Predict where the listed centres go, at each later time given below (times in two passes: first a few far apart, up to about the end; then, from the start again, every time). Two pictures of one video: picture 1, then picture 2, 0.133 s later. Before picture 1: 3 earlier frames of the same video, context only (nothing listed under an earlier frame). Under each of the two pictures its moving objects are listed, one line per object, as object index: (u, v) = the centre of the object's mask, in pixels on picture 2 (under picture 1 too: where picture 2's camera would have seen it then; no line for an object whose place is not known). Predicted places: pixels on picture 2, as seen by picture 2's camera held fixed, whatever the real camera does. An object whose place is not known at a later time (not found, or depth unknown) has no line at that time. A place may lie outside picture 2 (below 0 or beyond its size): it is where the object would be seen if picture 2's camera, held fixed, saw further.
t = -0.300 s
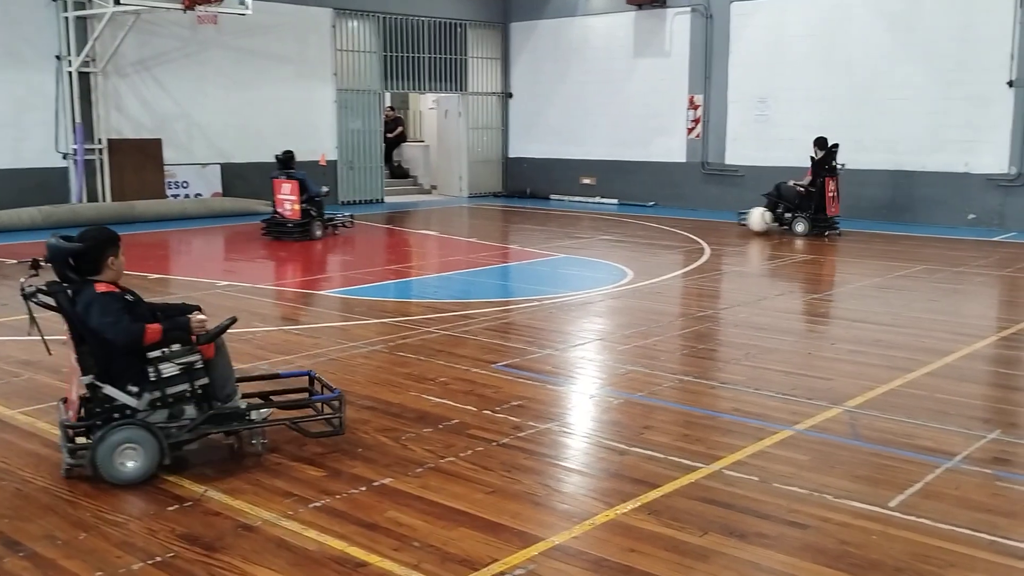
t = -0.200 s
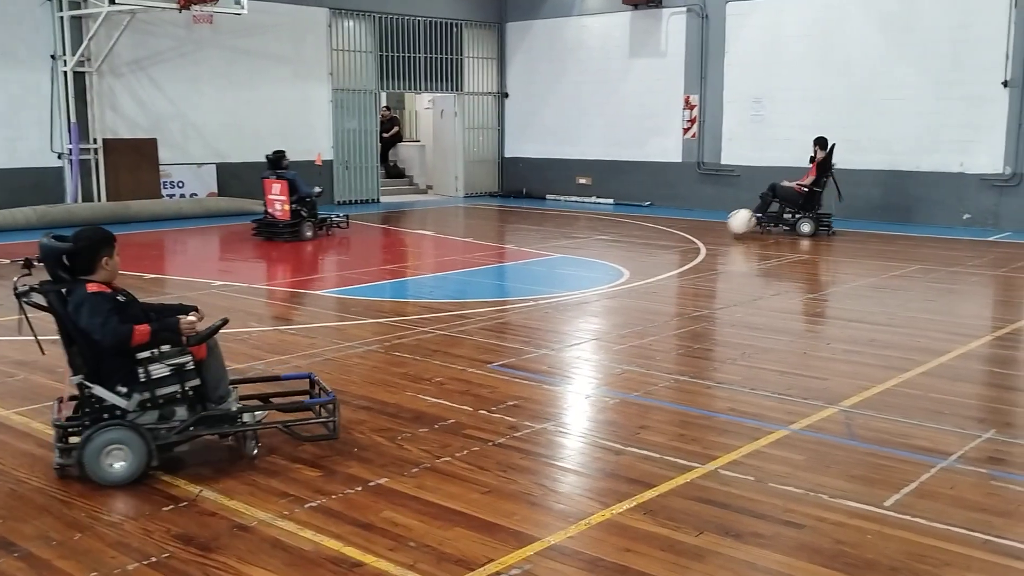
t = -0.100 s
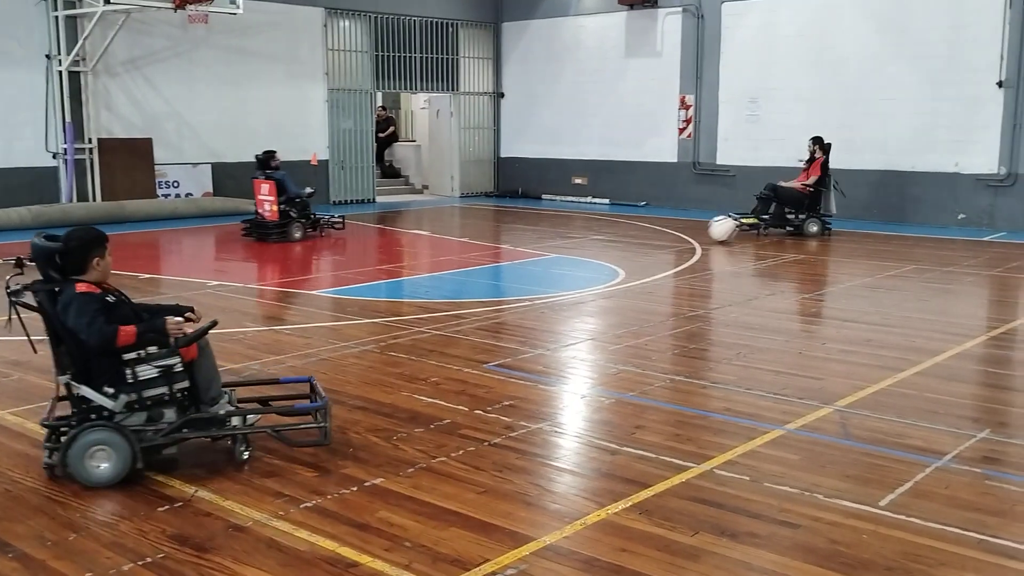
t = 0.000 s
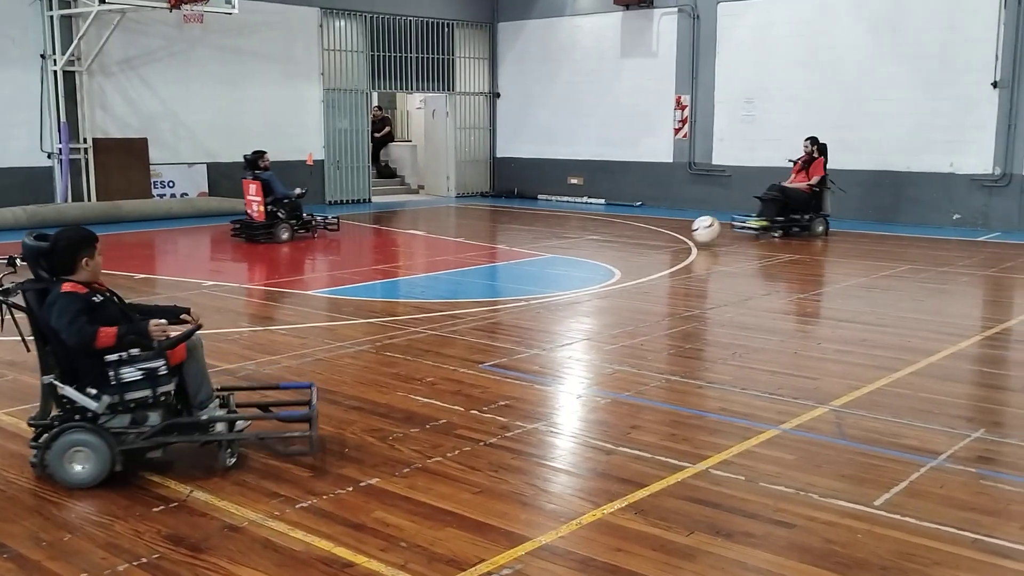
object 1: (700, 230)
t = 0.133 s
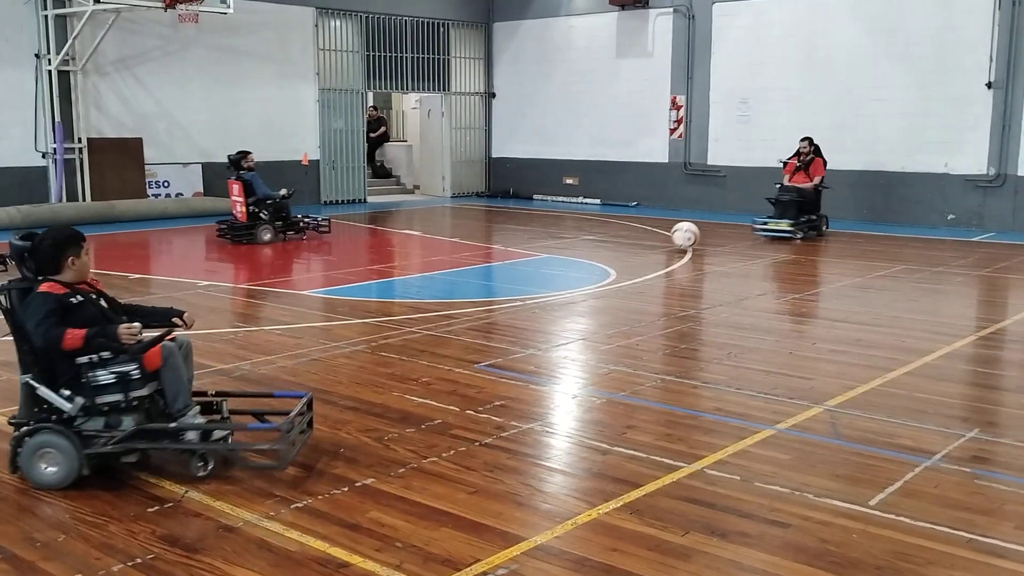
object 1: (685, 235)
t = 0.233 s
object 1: (674, 239)
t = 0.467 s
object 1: (652, 246)
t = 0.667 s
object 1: (633, 253)
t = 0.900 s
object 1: (608, 260)
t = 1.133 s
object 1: (581, 269)
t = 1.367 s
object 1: (550, 278)
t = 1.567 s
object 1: (520, 286)
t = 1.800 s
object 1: (483, 296)
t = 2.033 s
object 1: (439, 308)
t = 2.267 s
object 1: (390, 321)
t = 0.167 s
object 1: (681, 236)
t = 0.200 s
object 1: (678, 237)
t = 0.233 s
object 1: (674, 239)
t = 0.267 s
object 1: (670, 241)
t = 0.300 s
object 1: (667, 241)
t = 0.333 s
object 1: (664, 241)
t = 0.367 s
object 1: (661, 243)
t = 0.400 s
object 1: (657, 246)
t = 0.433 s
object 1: (655, 246)
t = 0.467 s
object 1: (652, 246)
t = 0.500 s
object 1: (648, 247)
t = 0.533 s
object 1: (646, 249)
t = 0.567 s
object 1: (642, 249)
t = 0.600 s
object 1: (639, 250)
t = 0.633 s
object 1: (636, 251)
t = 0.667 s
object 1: (633, 253)
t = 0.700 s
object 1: (629, 254)
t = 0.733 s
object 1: (626, 255)
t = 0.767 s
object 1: (622, 256)
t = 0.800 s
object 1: (619, 257)
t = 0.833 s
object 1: (616, 258)
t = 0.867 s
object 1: (612, 259)
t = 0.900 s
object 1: (608, 260)
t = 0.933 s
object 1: (604, 262)
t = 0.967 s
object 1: (600, 263)
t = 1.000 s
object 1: (597, 264)
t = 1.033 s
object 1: (593, 265)
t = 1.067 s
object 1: (588, 266)
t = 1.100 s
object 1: (585, 267)
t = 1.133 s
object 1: (581, 269)
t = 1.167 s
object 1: (577, 270)
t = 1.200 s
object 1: (572, 271)
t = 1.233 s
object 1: (568, 272)
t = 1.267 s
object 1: (564, 274)
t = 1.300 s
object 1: (559, 275)
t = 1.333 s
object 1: (554, 277)
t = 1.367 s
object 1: (550, 278)
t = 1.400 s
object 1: (545, 279)
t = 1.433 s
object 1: (541, 280)
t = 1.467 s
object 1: (535, 282)
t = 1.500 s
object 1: (530, 283)
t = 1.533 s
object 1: (526, 285)
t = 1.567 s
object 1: (520, 286)
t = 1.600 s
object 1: (515, 287)
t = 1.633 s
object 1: (510, 289)
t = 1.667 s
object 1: (505, 290)
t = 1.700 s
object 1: (499, 292)
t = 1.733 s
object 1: (494, 293)
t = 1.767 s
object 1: (488, 295)
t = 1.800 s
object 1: (483, 296)
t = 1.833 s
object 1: (477, 298)
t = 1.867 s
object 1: (471, 299)
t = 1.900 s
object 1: (465, 301)
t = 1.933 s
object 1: (459, 303)
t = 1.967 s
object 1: (452, 304)
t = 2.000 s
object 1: (445, 306)
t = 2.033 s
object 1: (439, 308)
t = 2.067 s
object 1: (432, 310)
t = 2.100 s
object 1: (425, 312)
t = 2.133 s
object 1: (418, 313)
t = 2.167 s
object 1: (412, 315)
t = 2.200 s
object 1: (405, 317)
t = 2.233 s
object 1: (397, 319)
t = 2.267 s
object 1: (390, 321)
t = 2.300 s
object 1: (382, 323)
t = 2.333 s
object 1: (374, 325)
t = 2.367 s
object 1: (366, 327)
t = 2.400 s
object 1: (358, 329)
